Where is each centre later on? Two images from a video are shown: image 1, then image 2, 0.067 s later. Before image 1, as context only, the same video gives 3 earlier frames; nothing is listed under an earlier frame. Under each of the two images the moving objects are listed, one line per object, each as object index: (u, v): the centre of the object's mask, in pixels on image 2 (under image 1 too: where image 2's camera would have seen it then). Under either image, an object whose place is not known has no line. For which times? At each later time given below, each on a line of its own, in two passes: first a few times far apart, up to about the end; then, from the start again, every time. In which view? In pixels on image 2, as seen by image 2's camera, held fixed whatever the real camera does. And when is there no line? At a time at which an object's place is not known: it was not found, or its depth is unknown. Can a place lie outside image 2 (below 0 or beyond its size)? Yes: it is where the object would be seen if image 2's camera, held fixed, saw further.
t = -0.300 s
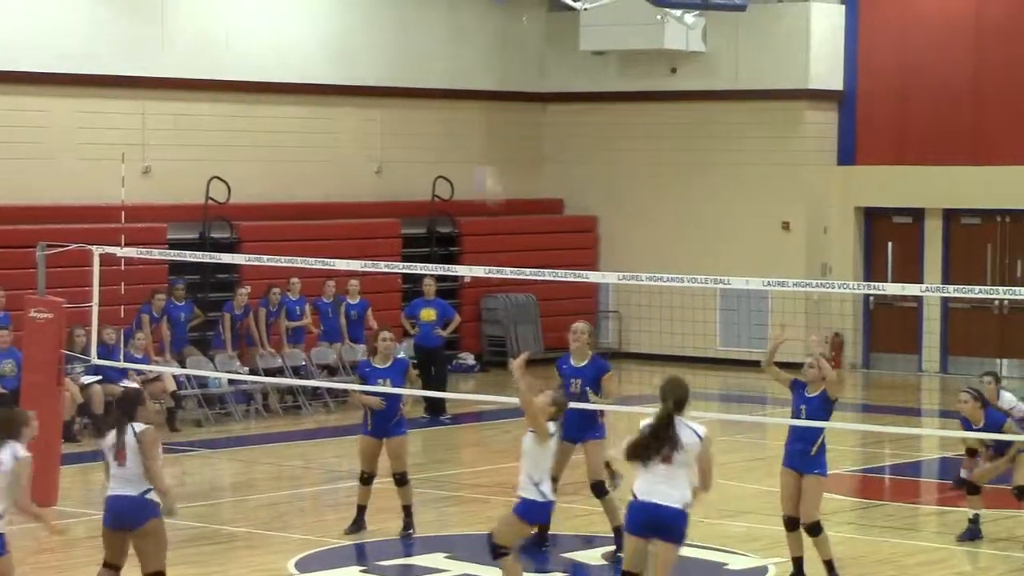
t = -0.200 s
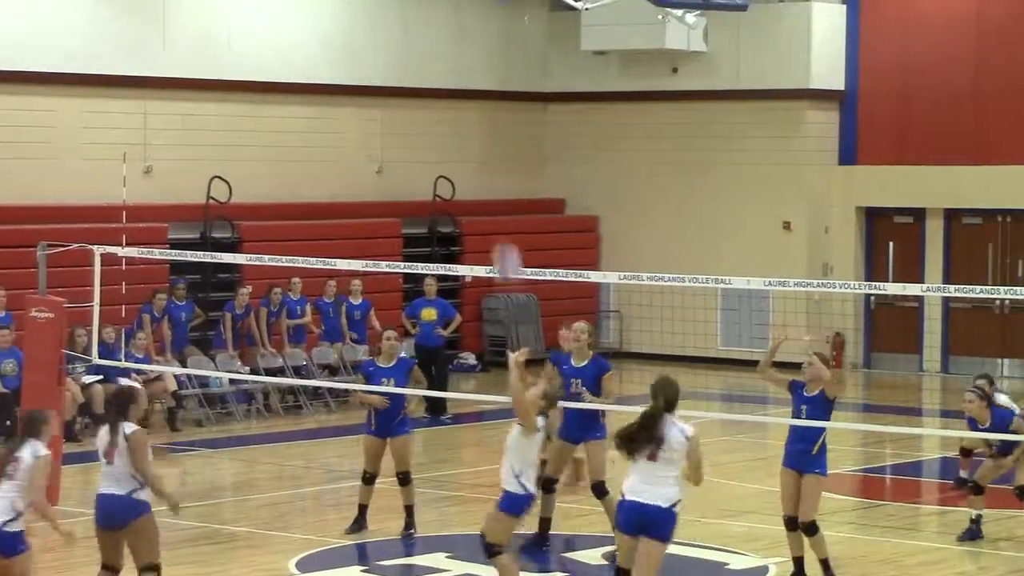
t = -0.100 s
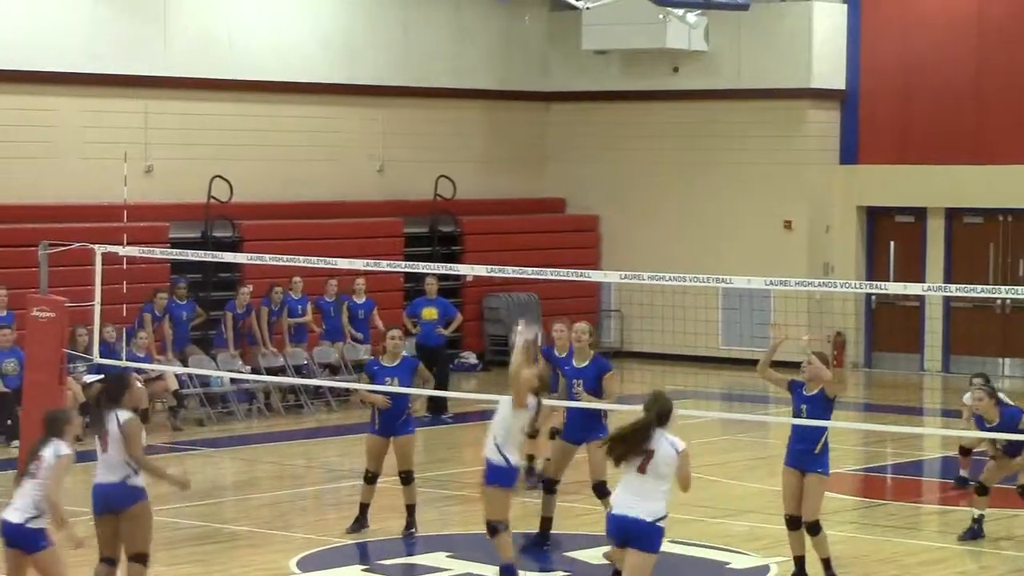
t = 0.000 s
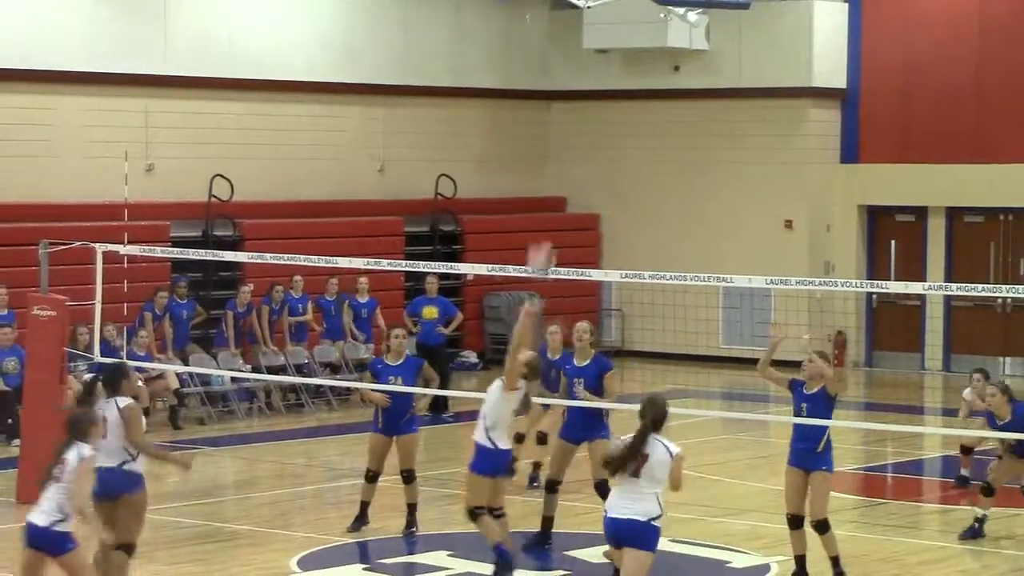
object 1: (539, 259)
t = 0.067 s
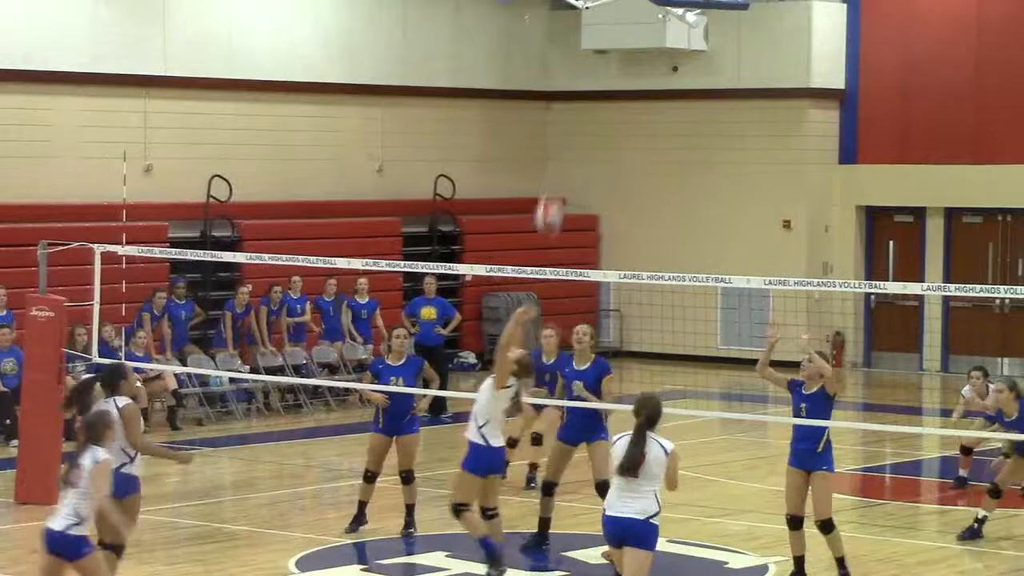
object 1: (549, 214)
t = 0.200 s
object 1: (567, 138)
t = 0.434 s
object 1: (602, 64)
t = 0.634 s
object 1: (629, 64)
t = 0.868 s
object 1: (660, 136)
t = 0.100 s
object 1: (553, 193)
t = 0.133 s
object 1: (556, 173)
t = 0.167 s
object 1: (561, 154)
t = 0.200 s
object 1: (567, 138)
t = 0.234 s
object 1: (573, 121)
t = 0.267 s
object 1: (578, 108)
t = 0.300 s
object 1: (582, 97)
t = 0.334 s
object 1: (587, 87)
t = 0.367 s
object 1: (591, 80)
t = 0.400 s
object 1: (596, 70)
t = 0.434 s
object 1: (602, 64)
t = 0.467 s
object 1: (606, 61)
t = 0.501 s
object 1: (611, 59)
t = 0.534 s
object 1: (615, 59)
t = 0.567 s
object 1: (620, 59)
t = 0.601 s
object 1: (625, 62)
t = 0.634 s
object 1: (629, 64)
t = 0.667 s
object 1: (634, 69)
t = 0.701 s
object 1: (639, 78)
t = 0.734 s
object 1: (644, 85)
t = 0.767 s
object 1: (648, 94)
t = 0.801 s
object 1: (652, 107)
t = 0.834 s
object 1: (656, 121)
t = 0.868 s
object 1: (660, 136)
